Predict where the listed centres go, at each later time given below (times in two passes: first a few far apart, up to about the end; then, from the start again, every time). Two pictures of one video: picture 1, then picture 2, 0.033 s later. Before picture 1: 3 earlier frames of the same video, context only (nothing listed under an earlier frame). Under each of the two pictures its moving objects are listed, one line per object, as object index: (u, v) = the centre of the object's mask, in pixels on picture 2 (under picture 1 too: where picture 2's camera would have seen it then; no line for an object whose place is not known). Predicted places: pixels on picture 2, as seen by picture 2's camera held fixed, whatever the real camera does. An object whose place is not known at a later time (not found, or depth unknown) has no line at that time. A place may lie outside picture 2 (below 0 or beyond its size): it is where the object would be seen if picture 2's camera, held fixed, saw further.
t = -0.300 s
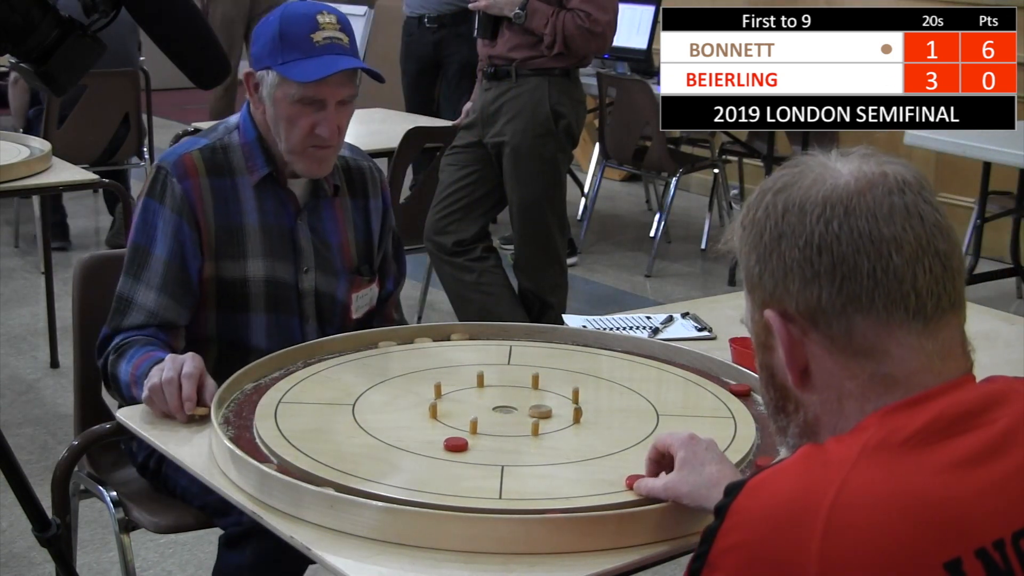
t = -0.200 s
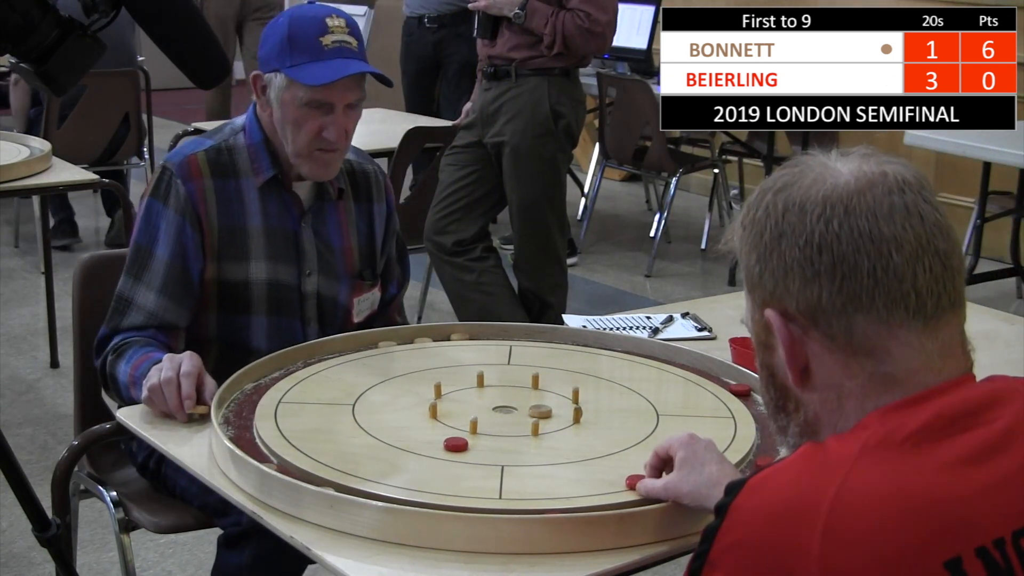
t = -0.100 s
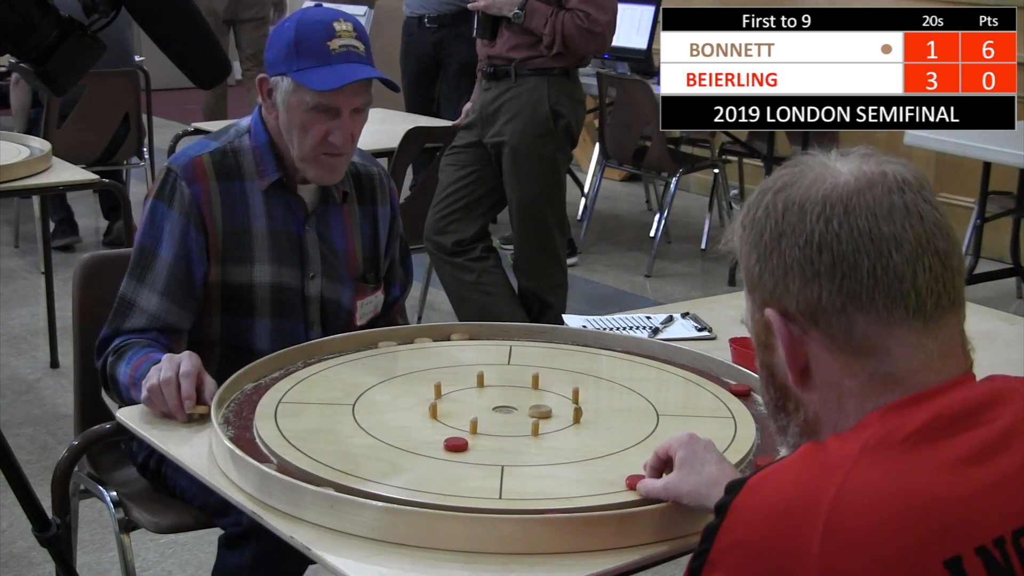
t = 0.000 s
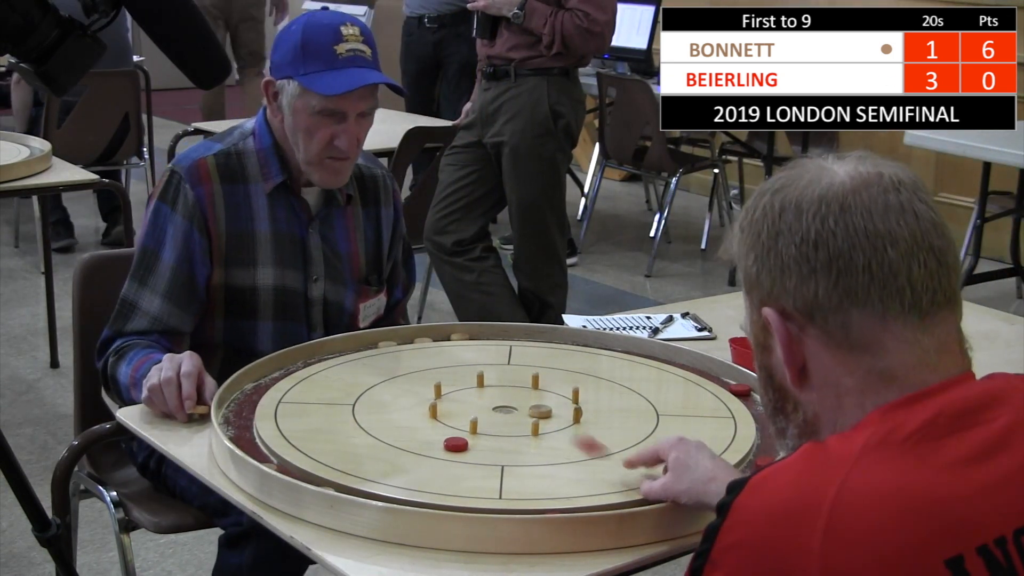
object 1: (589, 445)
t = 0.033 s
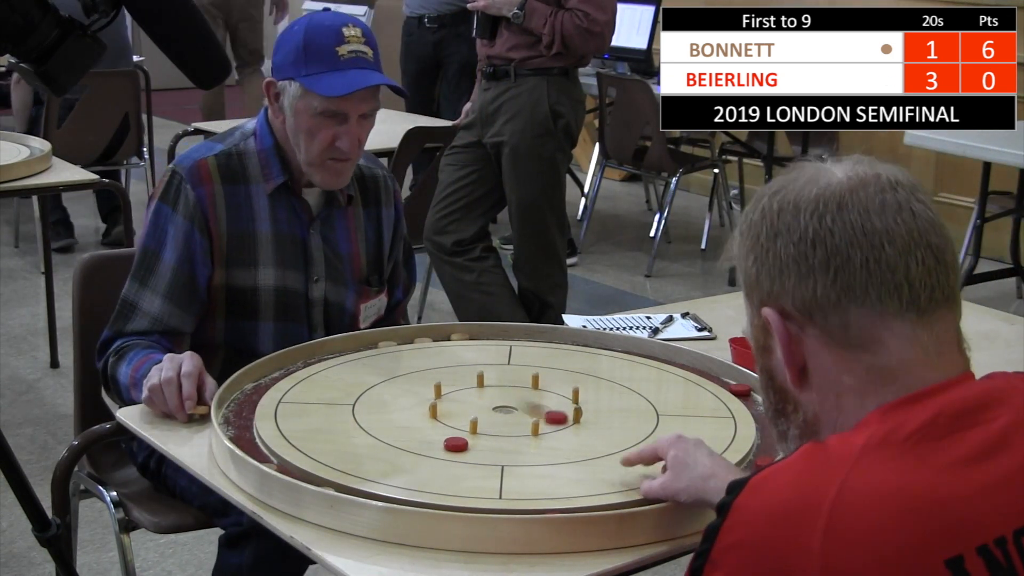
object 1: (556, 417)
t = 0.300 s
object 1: (559, 407)
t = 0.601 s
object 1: (510, 427)
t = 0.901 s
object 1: (504, 430)
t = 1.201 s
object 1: (504, 430)
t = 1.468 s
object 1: (504, 430)
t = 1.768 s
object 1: (504, 430)
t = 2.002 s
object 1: (504, 430)
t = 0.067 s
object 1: (561, 412)
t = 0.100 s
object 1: (565, 407)
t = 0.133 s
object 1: (568, 404)
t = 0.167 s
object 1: (565, 408)
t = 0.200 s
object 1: (563, 411)
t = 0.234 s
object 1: (564, 408)
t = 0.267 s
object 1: (566, 404)
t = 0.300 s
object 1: (559, 407)
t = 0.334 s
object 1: (551, 410)
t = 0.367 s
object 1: (544, 413)
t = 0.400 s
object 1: (537, 415)
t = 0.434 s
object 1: (530, 417)
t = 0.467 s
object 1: (524, 420)
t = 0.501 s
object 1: (520, 423)
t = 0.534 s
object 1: (517, 424)
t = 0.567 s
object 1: (513, 426)
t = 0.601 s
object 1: (510, 427)
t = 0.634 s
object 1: (508, 428)
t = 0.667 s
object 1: (506, 429)
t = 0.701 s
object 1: (505, 430)
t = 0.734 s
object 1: (504, 430)
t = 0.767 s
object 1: (504, 430)
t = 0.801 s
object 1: (504, 430)
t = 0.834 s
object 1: (504, 430)
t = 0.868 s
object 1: (504, 430)
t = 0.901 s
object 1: (504, 430)
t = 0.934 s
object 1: (504, 430)
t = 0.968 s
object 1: (504, 430)
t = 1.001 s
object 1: (504, 430)
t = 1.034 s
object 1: (504, 430)
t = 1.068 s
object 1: (504, 430)
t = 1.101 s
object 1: (504, 430)
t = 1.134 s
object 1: (504, 430)
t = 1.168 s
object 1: (504, 430)
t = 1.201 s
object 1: (504, 430)
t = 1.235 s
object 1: (504, 430)
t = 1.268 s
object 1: (504, 430)
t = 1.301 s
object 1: (504, 430)
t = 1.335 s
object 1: (504, 430)
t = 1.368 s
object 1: (504, 430)
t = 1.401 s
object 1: (504, 430)
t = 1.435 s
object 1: (504, 430)
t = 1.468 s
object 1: (504, 430)
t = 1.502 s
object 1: (504, 430)
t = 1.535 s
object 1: (504, 430)
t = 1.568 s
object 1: (504, 430)
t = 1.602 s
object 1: (504, 430)
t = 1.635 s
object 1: (504, 430)
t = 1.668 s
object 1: (504, 430)
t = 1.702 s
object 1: (504, 430)
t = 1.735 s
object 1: (504, 430)
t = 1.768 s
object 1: (504, 430)
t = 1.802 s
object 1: (504, 430)
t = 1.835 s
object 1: (504, 430)
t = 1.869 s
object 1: (504, 430)
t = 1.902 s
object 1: (504, 430)
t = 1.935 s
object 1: (504, 430)
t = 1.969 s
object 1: (504, 430)
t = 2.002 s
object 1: (504, 430)
